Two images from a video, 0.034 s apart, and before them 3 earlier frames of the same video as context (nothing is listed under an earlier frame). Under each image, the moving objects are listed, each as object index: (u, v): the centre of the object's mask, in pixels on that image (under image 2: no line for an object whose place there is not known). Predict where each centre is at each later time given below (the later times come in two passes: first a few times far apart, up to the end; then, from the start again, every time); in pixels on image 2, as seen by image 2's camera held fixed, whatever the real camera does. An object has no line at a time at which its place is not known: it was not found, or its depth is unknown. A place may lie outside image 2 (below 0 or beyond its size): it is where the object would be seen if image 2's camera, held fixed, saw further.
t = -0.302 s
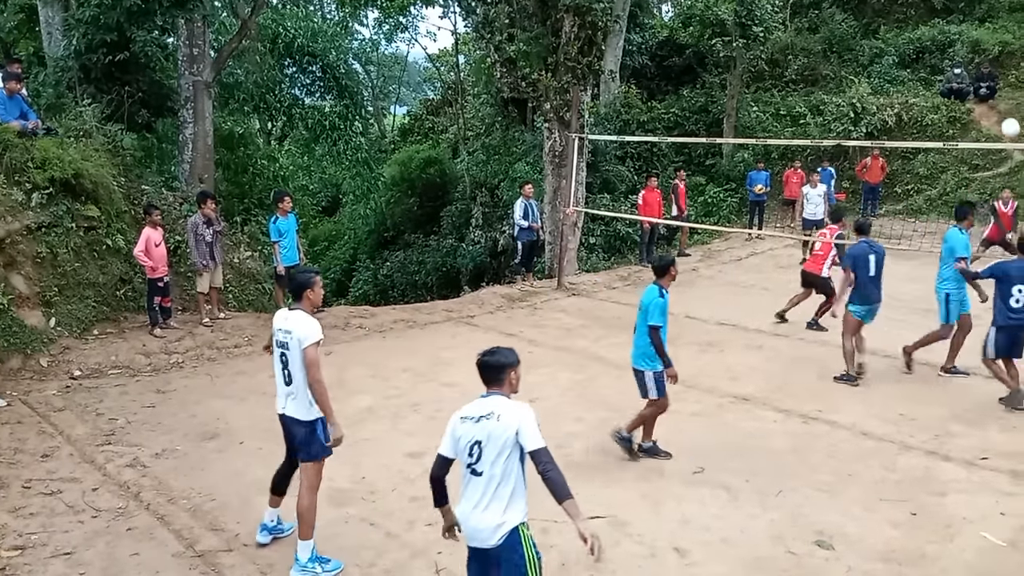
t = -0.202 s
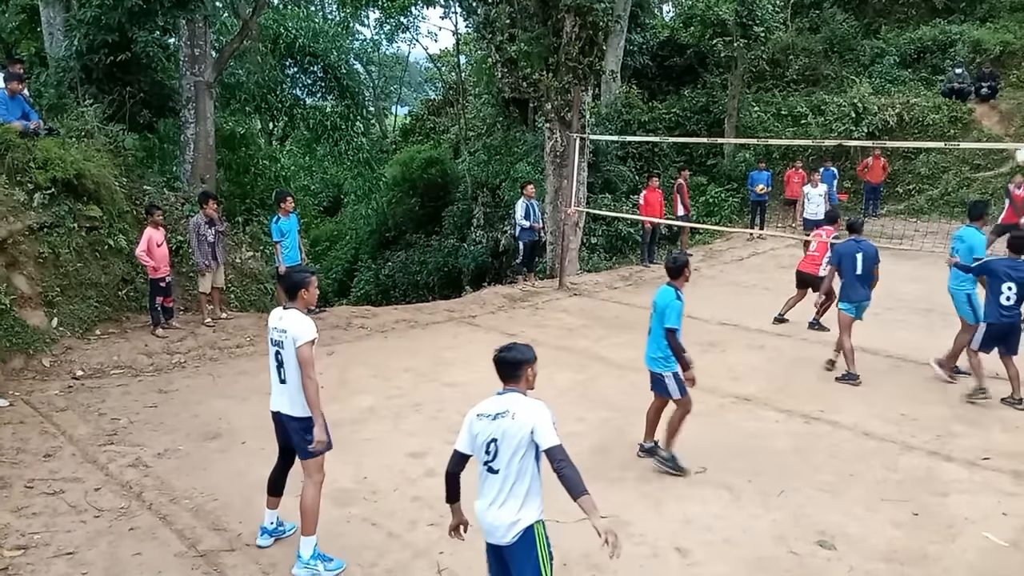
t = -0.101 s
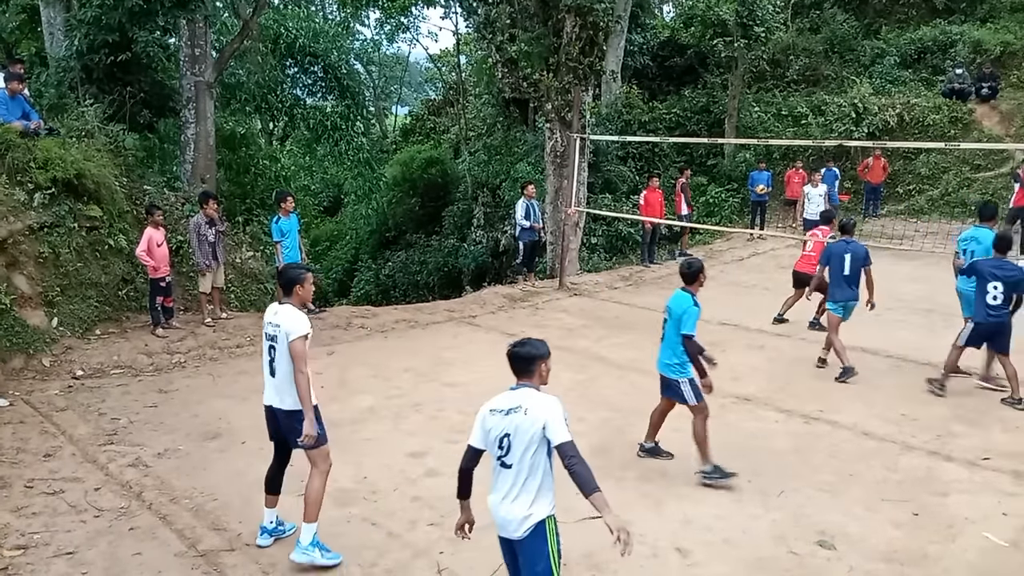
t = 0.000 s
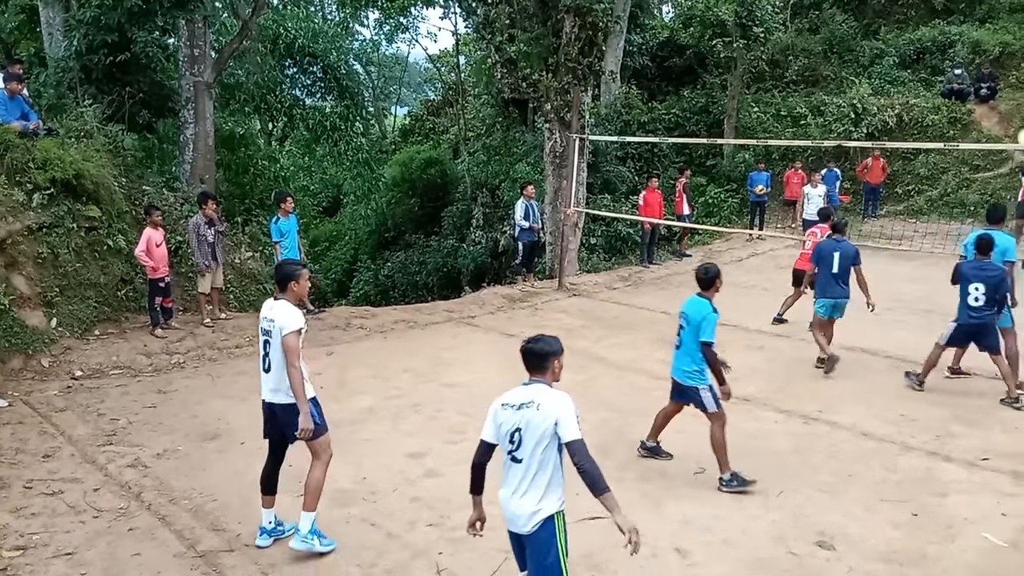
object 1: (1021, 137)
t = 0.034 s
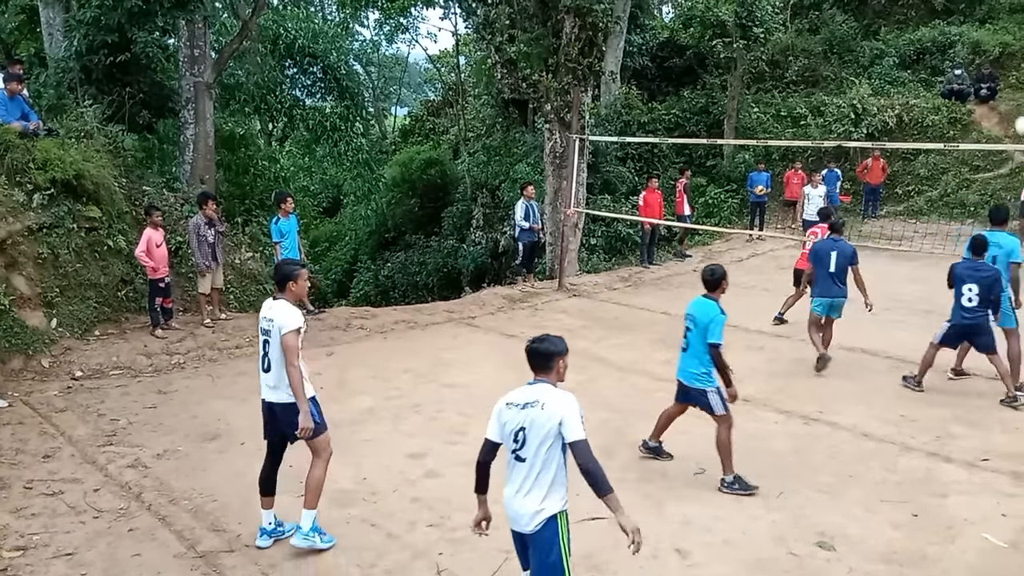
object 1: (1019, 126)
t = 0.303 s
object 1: (997, 44)
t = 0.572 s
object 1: (963, 10)
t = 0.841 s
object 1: (924, 27)
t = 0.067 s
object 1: (1018, 112)
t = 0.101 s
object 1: (1016, 100)
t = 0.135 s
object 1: (1014, 89)
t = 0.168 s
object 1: (1011, 78)
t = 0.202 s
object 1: (1008, 69)
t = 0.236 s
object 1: (1004, 60)
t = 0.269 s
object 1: (1001, 52)
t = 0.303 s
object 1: (997, 44)
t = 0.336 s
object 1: (993, 36)
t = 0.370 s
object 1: (989, 30)
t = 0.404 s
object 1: (985, 25)
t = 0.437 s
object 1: (981, 20)
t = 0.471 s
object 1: (977, 16)
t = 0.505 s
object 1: (972, 13)
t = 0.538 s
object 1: (968, 11)
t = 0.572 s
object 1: (963, 10)
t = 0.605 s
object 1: (959, 9)
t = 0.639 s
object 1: (954, 9)
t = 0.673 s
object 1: (949, 10)
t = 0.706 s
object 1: (944, 11)
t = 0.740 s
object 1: (939, 14)
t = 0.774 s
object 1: (934, 17)
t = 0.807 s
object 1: (929, 22)
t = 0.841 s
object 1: (924, 27)
